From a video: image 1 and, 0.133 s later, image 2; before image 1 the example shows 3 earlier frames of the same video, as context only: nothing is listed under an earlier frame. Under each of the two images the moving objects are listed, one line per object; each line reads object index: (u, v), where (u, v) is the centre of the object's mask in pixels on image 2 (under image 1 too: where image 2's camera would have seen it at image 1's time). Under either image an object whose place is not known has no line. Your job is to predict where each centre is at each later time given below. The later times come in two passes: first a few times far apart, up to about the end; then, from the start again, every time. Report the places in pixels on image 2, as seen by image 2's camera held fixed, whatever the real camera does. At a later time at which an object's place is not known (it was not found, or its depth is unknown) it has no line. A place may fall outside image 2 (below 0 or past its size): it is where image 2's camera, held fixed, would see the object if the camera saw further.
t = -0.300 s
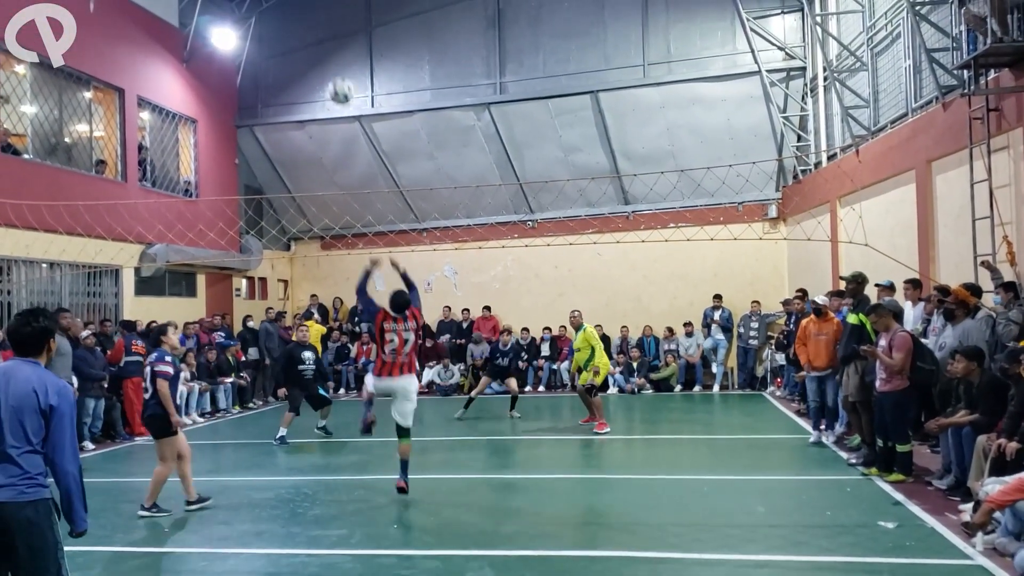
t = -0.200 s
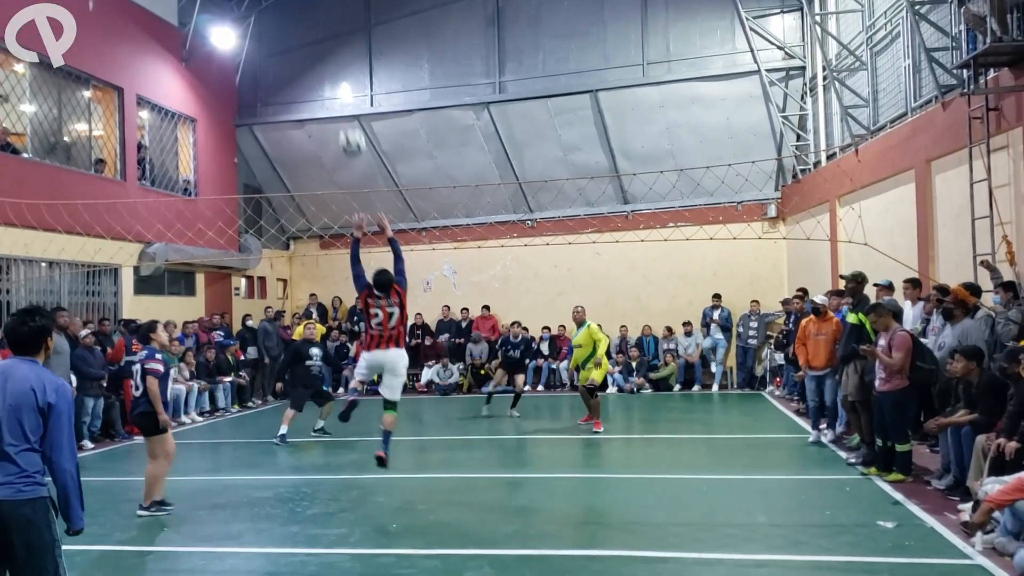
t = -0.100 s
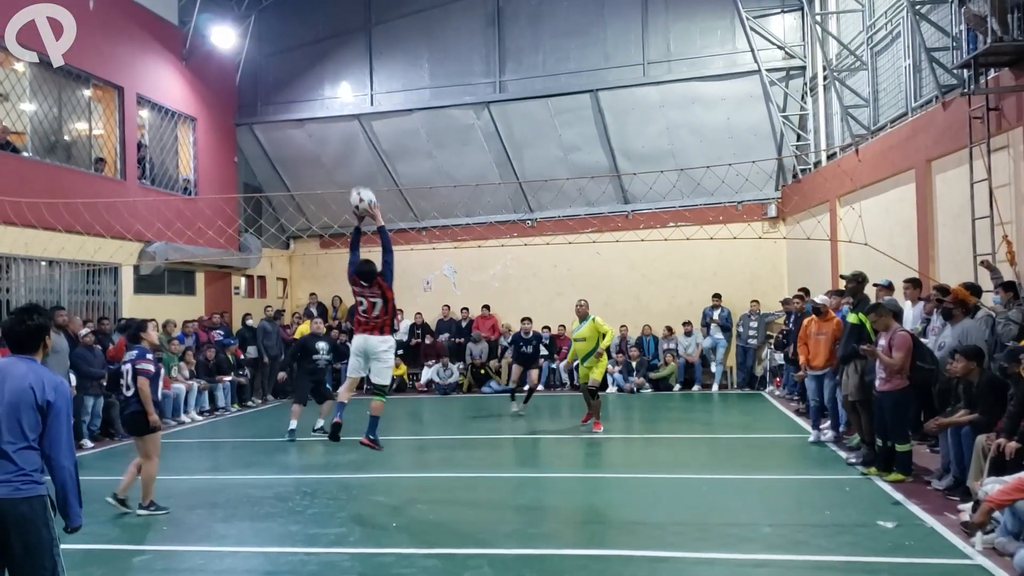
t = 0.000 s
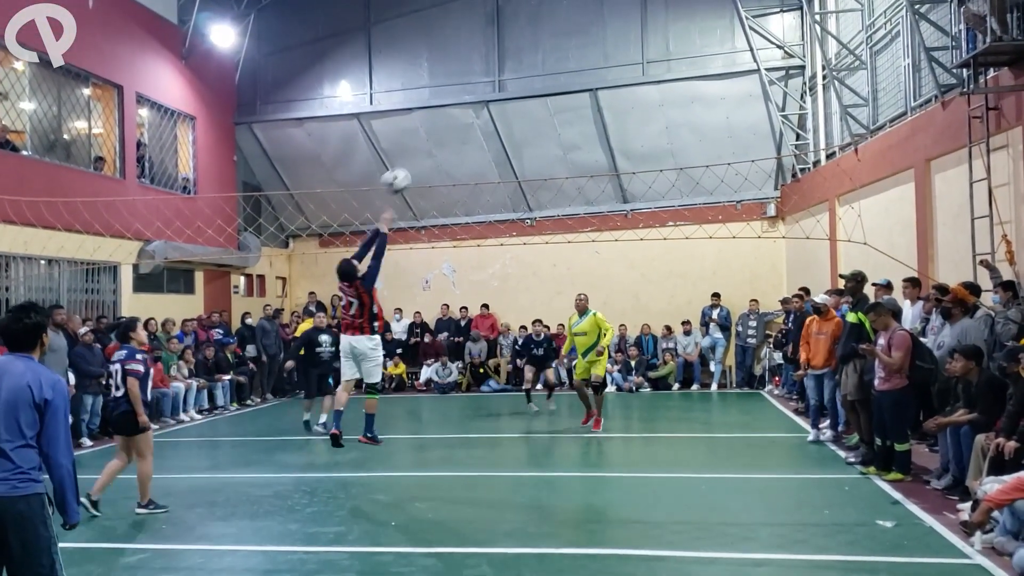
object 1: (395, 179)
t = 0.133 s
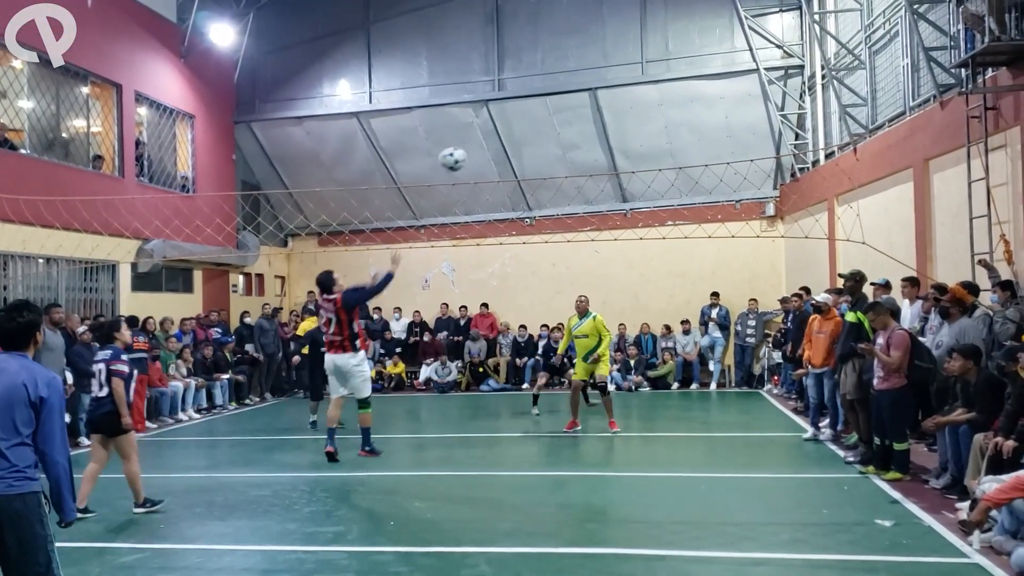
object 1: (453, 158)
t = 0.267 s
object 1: (506, 158)
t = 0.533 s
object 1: (603, 205)
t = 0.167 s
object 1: (466, 157)
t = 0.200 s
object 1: (480, 156)
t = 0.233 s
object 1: (494, 156)
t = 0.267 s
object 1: (506, 158)
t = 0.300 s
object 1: (519, 160)
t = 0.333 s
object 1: (532, 164)
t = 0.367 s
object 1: (544, 168)
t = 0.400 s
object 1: (556, 174)
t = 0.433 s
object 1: (568, 181)
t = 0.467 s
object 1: (580, 188)
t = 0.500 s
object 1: (592, 196)
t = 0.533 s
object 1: (603, 205)
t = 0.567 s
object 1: (615, 216)
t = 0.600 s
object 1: (625, 226)
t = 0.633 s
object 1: (637, 239)
